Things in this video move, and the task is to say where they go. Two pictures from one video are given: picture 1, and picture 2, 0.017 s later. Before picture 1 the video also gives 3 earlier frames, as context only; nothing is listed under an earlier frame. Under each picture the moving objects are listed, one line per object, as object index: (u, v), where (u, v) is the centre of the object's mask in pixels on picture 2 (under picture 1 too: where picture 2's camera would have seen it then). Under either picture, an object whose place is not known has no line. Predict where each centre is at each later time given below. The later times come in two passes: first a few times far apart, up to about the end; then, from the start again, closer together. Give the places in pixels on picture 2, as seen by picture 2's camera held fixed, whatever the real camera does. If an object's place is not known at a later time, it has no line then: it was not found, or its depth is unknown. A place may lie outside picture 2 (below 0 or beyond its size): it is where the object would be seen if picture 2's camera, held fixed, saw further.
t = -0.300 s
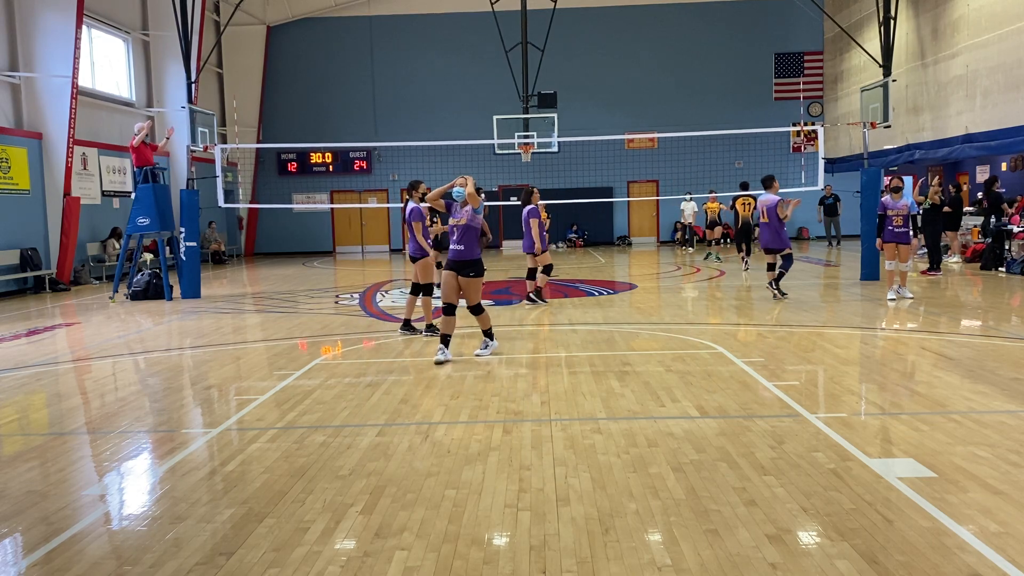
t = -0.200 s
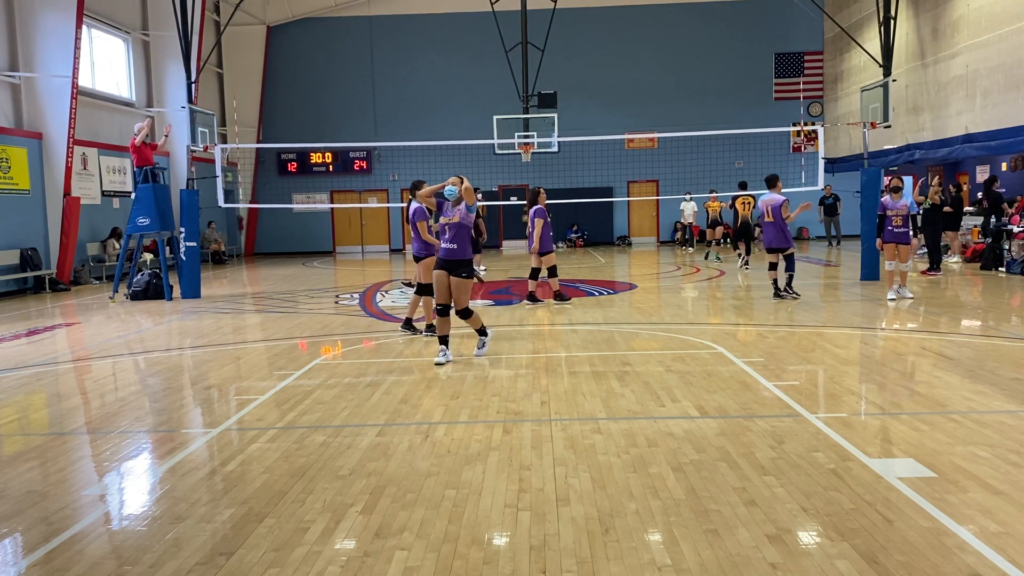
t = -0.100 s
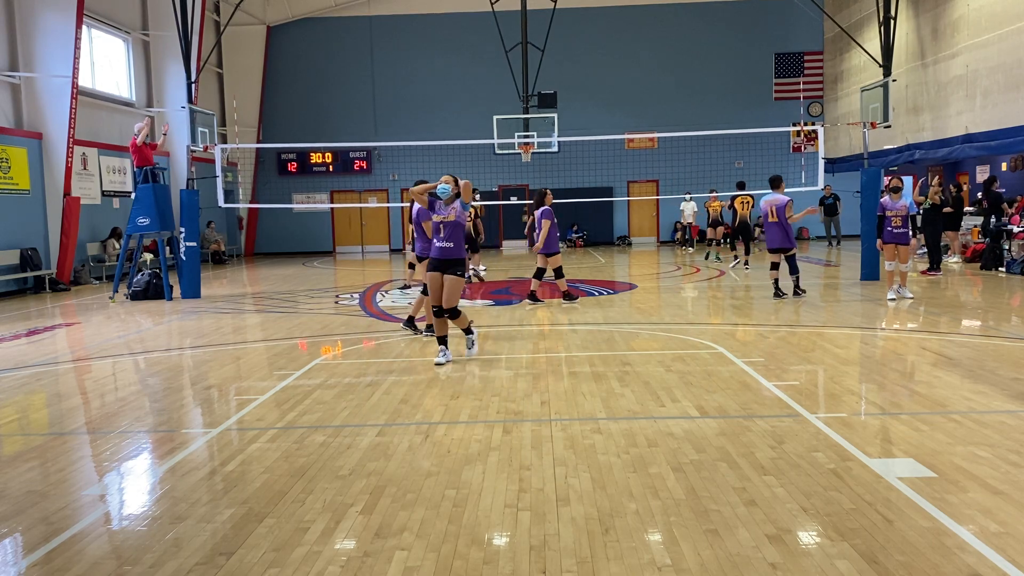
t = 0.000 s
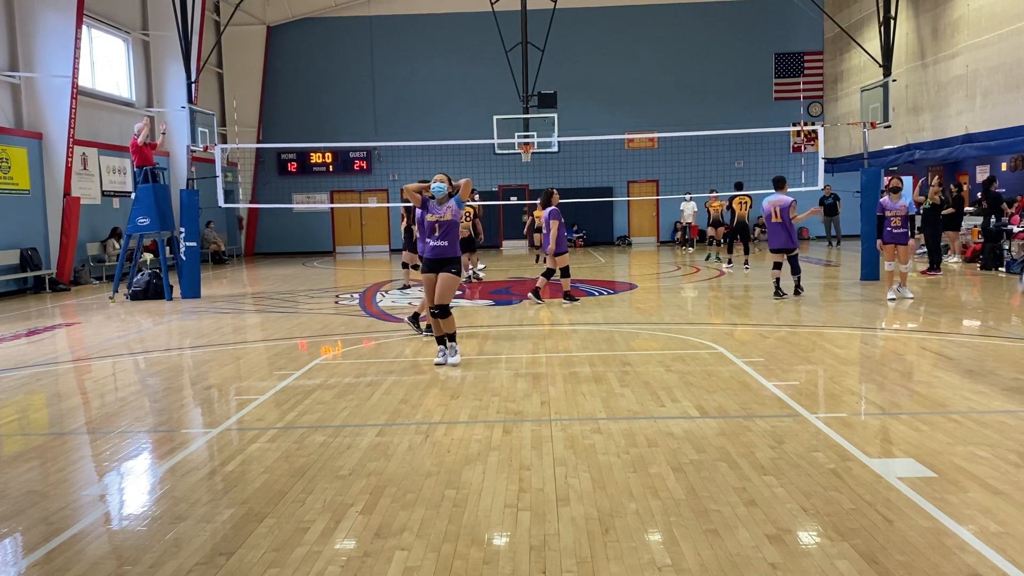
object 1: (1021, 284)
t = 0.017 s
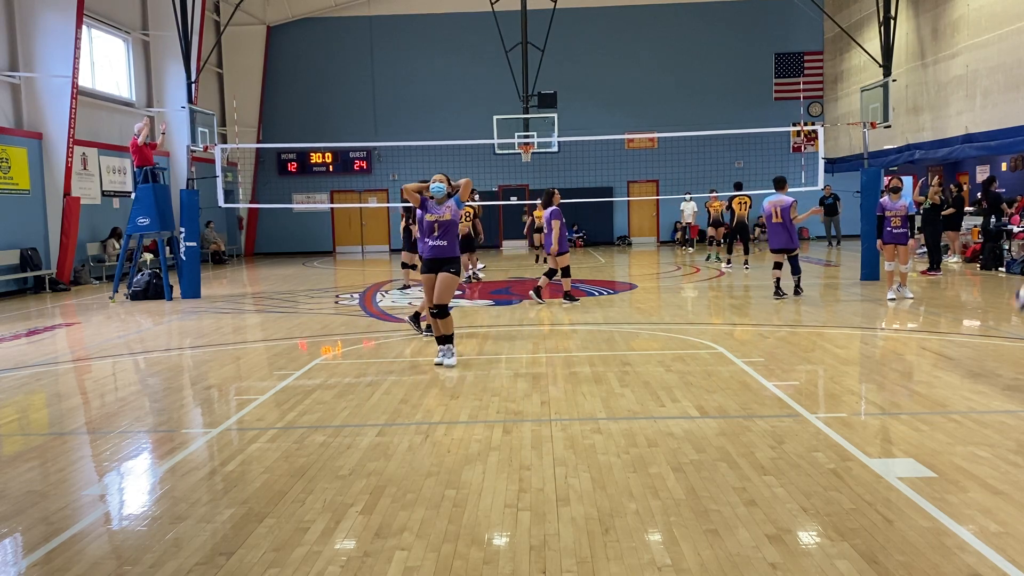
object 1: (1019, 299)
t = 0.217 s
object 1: (1006, 273)
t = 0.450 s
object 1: (984, 153)
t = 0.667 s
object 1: (961, 112)
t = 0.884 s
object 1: (935, 143)
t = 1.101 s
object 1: (909, 254)
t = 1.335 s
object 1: (879, 377)
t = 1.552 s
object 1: (848, 262)
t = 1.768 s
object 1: (813, 224)
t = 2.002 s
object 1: (773, 283)
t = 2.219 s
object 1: (736, 446)
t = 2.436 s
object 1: (696, 361)
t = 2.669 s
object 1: (649, 324)
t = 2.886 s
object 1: (605, 405)
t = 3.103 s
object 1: (558, 487)
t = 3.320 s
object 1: (501, 415)
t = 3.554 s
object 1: (437, 480)
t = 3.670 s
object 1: (405, 560)
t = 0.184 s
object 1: (1008, 296)
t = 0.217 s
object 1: (1006, 273)
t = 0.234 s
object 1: (1006, 262)
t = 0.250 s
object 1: (1004, 253)
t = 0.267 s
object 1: (1001, 243)
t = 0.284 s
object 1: (1000, 233)
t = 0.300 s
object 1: (998, 223)
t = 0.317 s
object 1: (997, 215)
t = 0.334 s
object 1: (996, 206)
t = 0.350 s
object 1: (994, 198)
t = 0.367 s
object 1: (993, 190)
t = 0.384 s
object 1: (990, 182)
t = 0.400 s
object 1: (990, 174)
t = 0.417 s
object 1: (988, 167)
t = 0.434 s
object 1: (987, 160)
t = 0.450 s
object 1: (984, 153)
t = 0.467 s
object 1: (982, 148)
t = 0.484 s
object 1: (981, 144)
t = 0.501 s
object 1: (980, 139)
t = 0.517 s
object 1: (977, 135)
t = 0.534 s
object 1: (975, 130)
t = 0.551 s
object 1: (974, 126)
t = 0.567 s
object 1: (972, 123)
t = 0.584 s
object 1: (970, 120)
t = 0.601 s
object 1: (969, 117)
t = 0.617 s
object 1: (967, 115)
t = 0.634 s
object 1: (965, 114)
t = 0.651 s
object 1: (963, 112)
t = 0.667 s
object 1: (961, 112)
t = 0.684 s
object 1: (959, 111)
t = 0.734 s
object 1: (953, 113)
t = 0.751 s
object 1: (951, 114)
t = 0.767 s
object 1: (949, 116)
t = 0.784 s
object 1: (948, 119)
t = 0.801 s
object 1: (947, 121)
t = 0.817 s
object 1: (944, 125)
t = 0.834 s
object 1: (941, 128)
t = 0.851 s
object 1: (940, 133)
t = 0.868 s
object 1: (937, 138)
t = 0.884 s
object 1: (935, 143)
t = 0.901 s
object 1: (933, 149)
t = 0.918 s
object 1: (931, 155)
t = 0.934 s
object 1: (929, 161)
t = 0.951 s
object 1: (928, 168)
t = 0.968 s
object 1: (926, 176)
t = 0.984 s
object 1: (923, 184)
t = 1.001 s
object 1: (921, 194)
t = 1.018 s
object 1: (918, 202)
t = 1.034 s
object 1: (917, 211)
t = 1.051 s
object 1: (914, 221)
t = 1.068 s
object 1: (914, 231)
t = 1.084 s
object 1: (911, 242)
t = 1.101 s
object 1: (909, 254)
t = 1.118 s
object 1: (907, 265)
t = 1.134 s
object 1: (905, 278)
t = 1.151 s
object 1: (903, 290)
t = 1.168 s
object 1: (901, 304)
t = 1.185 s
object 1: (898, 319)
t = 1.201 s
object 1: (897, 333)
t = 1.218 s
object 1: (895, 347)
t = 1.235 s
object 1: (893, 363)
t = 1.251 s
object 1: (891, 379)
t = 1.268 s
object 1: (889, 395)
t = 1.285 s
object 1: (886, 411)
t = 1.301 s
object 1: (884, 401)
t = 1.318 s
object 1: (881, 389)
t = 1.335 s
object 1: (879, 377)
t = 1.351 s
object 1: (877, 366)
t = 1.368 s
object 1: (874, 355)
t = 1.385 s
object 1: (872, 345)
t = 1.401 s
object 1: (869, 334)
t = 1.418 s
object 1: (867, 326)
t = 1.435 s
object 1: (864, 316)
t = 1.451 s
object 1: (863, 306)
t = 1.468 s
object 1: (861, 298)
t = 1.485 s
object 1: (858, 290)
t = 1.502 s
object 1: (856, 282)
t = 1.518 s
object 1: (853, 275)
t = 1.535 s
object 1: (850, 268)
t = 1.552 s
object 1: (848, 262)
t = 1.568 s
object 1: (844, 255)
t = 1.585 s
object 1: (842, 250)
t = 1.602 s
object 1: (840, 246)
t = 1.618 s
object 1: (837, 241)
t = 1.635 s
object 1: (835, 237)
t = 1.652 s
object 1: (832, 234)
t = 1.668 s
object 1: (829, 231)
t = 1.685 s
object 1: (827, 229)
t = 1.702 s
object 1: (824, 227)
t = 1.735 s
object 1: (818, 224)
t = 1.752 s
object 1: (816, 224)
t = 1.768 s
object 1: (813, 224)
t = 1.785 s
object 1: (811, 224)
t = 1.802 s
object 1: (808, 225)
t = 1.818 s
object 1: (805, 226)
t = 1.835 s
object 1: (801, 229)
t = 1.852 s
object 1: (799, 232)
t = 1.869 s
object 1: (797, 235)
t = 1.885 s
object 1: (794, 239)
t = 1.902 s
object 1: (791, 242)
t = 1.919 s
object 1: (788, 248)
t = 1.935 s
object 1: (786, 254)
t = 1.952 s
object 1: (782, 260)
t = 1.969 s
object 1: (779, 268)
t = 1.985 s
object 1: (776, 274)
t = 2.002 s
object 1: (773, 283)
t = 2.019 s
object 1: (770, 292)
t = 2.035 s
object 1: (768, 302)
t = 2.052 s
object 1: (765, 311)
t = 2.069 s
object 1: (762, 322)
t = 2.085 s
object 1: (759, 333)
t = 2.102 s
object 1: (756, 345)
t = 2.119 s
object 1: (753, 357)
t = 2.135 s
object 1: (750, 371)
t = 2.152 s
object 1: (748, 384)
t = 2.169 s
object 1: (744, 399)
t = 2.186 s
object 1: (742, 414)
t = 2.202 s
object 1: (739, 429)
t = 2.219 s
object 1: (736, 446)
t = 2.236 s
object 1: (734, 464)
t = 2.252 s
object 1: (731, 469)
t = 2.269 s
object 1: (728, 455)
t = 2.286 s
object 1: (724, 442)
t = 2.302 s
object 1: (721, 432)
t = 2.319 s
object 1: (718, 422)
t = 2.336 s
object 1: (715, 412)
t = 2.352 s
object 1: (711, 401)
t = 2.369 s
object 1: (708, 392)
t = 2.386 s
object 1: (705, 383)
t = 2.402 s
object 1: (701, 375)
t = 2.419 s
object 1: (699, 368)
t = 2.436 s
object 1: (696, 361)
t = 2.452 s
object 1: (692, 354)
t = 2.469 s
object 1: (689, 348)
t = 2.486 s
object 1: (686, 343)
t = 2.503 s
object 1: (683, 338)
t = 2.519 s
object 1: (679, 334)
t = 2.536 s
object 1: (676, 330)
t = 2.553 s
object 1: (673, 327)
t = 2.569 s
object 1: (669, 325)
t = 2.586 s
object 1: (666, 323)
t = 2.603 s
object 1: (662, 322)
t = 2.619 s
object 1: (660, 321)
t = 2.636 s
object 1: (656, 322)
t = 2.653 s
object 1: (652, 322)
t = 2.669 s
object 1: (649, 324)
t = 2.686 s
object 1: (646, 325)
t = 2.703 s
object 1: (643, 329)
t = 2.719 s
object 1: (639, 332)
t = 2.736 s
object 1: (636, 336)
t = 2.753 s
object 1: (633, 341)
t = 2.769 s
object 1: (629, 346)
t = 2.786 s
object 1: (626, 353)
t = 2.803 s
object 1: (622, 360)
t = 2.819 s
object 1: (619, 367)
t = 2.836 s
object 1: (615, 376)
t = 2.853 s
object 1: (612, 385)
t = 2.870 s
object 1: (609, 394)
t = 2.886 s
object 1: (605, 405)
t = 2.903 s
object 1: (602, 416)
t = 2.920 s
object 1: (599, 428)
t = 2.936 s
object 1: (595, 442)
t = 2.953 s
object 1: (592, 456)
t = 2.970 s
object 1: (589, 470)
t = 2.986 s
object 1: (586, 486)
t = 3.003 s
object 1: (582, 501)
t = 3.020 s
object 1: (579, 518)
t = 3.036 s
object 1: (576, 533)
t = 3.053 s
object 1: (571, 520)
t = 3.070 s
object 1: (567, 507)
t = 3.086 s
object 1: (563, 499)
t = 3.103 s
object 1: (558, 487)
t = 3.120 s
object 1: (554, 478)
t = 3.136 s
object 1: (549, 469)
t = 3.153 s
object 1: (545, 461)
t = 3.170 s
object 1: (541, 453)
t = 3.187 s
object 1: (536, 446)
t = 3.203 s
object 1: (532, 439)
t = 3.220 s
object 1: (527, 434)
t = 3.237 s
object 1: (523, 429)
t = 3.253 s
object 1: (519, 424)
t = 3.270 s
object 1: (514, 421)
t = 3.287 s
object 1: (510, 418)
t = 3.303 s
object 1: (505, 416)
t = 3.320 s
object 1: (501, 415)
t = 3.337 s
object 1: (496, 414)
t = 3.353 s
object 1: (492, 414)
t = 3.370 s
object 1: (487, 415)
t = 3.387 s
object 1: (483, 417)
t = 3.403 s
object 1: (478, 419)
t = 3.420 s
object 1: (473, 422)
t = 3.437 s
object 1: (469, 426)
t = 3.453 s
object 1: (464, 431)
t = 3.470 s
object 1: (460, 437)
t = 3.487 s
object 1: (455, 444)
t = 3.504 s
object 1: (451, 451)
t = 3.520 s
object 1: (446, 460)
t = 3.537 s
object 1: (441, 469)
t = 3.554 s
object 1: (437, 480)
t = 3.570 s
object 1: (432, 490)
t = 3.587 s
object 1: (427, 502)
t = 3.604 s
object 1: (422, 515)
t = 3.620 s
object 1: (418, 529)
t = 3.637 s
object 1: (413, 544)
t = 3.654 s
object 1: (409, 553)
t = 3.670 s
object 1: (405, 560)
